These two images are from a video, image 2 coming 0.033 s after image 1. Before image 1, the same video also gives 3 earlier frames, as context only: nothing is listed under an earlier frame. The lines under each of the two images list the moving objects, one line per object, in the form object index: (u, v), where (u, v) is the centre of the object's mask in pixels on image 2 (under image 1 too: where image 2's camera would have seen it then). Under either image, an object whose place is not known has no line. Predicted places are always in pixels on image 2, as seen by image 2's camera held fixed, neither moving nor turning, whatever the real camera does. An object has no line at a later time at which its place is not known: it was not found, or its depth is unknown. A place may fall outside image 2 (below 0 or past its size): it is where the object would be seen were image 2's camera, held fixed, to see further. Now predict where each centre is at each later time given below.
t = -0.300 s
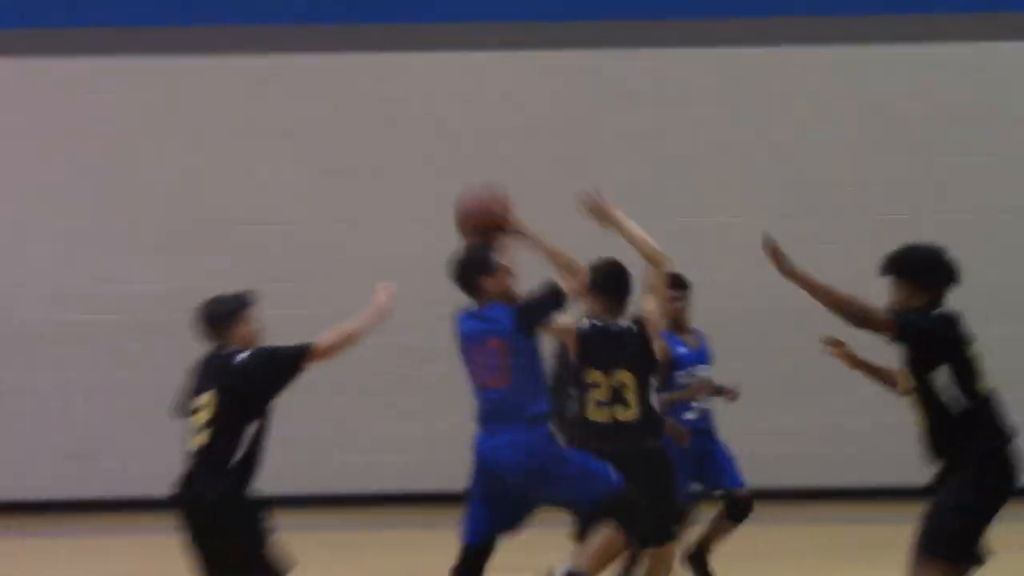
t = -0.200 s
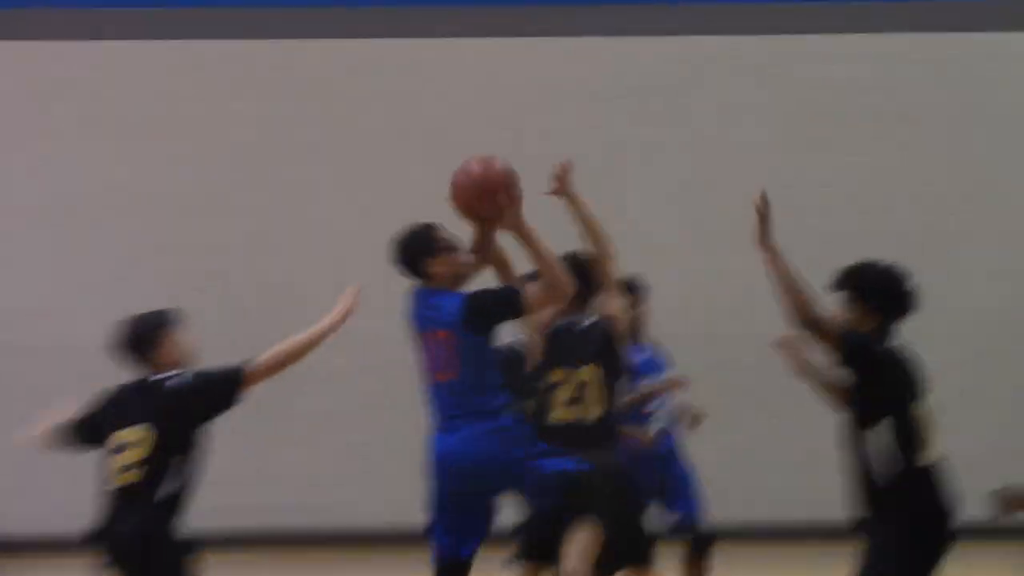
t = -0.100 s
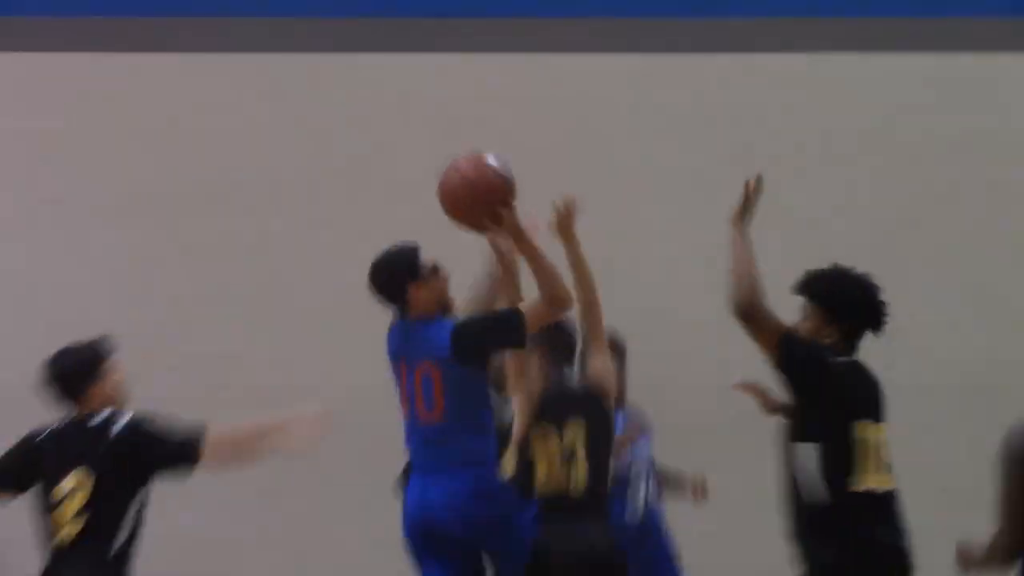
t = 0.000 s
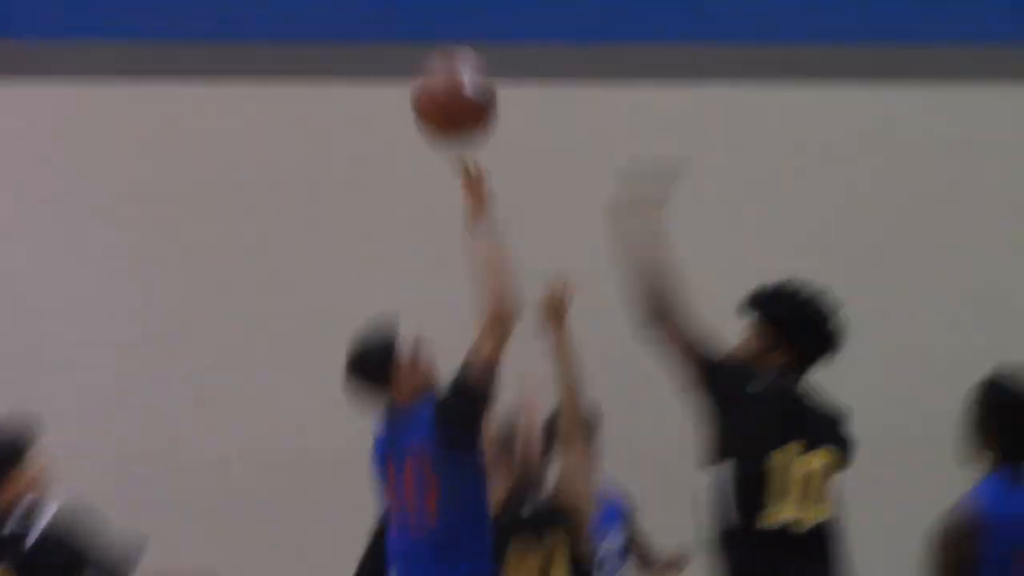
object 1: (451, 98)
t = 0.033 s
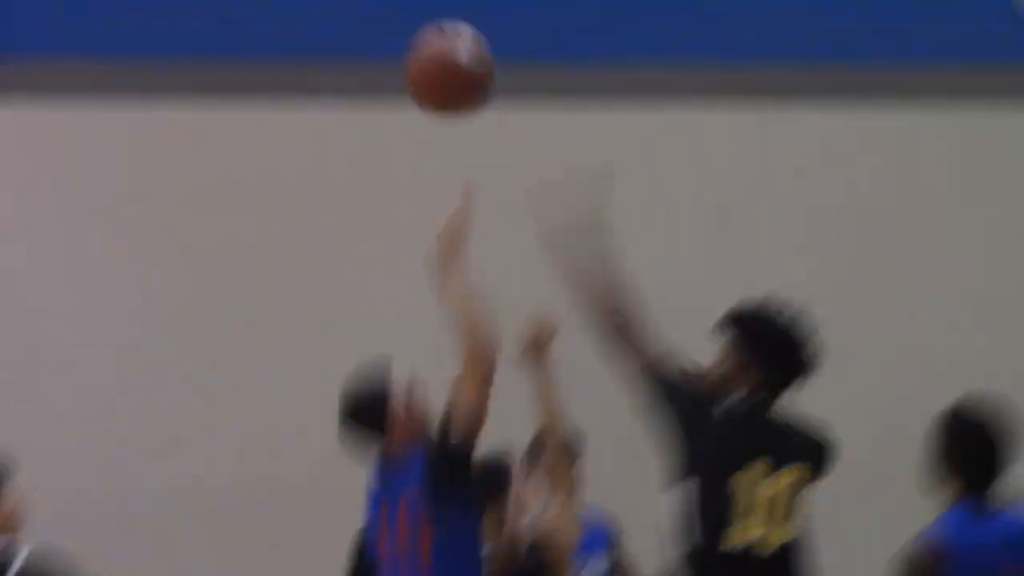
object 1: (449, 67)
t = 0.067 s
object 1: (448, 43)
